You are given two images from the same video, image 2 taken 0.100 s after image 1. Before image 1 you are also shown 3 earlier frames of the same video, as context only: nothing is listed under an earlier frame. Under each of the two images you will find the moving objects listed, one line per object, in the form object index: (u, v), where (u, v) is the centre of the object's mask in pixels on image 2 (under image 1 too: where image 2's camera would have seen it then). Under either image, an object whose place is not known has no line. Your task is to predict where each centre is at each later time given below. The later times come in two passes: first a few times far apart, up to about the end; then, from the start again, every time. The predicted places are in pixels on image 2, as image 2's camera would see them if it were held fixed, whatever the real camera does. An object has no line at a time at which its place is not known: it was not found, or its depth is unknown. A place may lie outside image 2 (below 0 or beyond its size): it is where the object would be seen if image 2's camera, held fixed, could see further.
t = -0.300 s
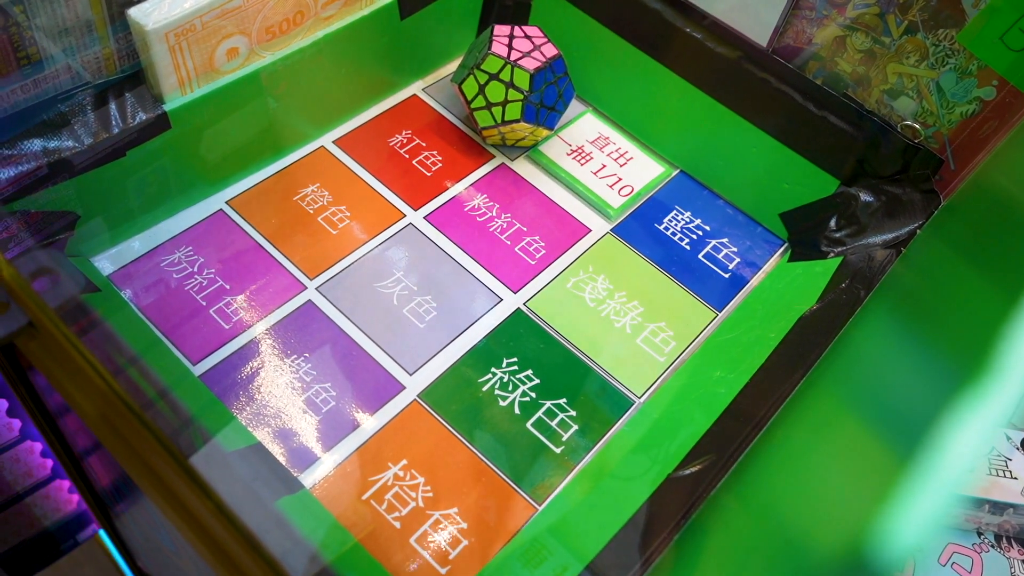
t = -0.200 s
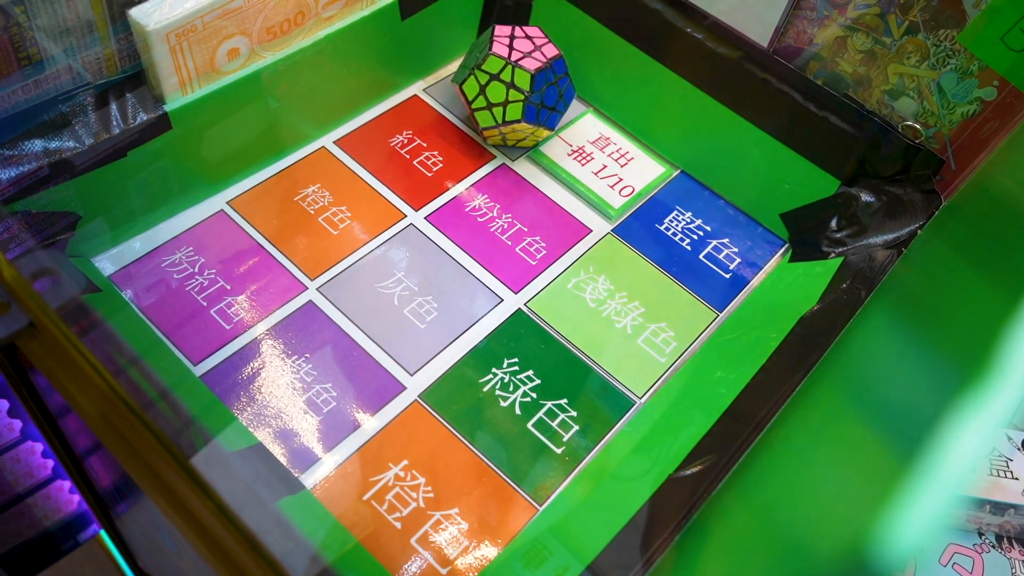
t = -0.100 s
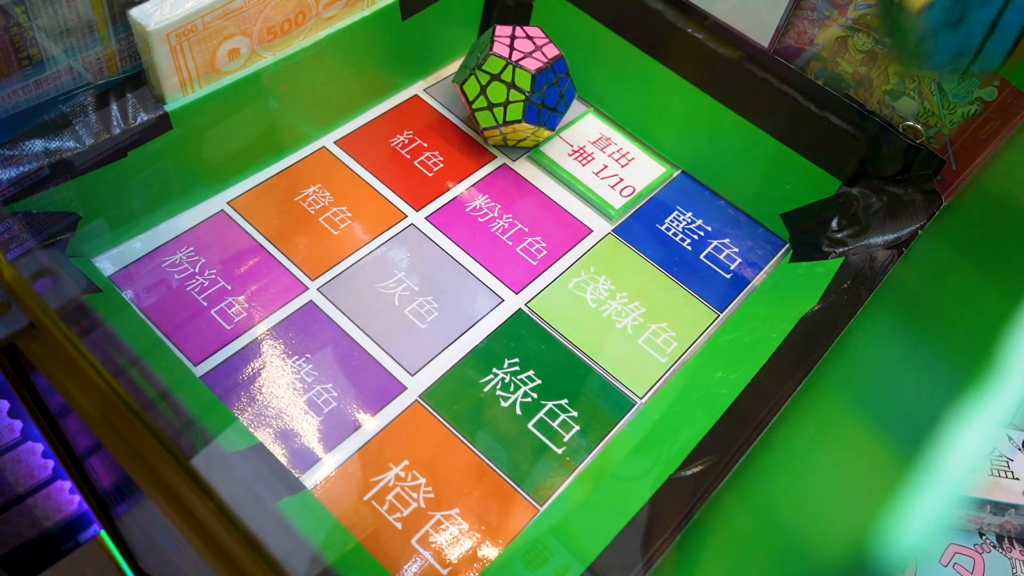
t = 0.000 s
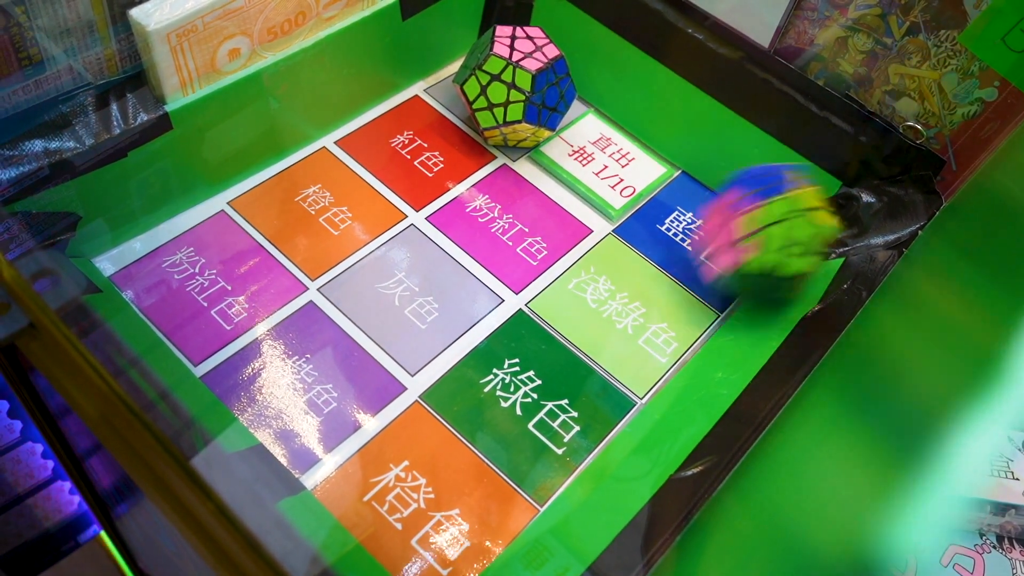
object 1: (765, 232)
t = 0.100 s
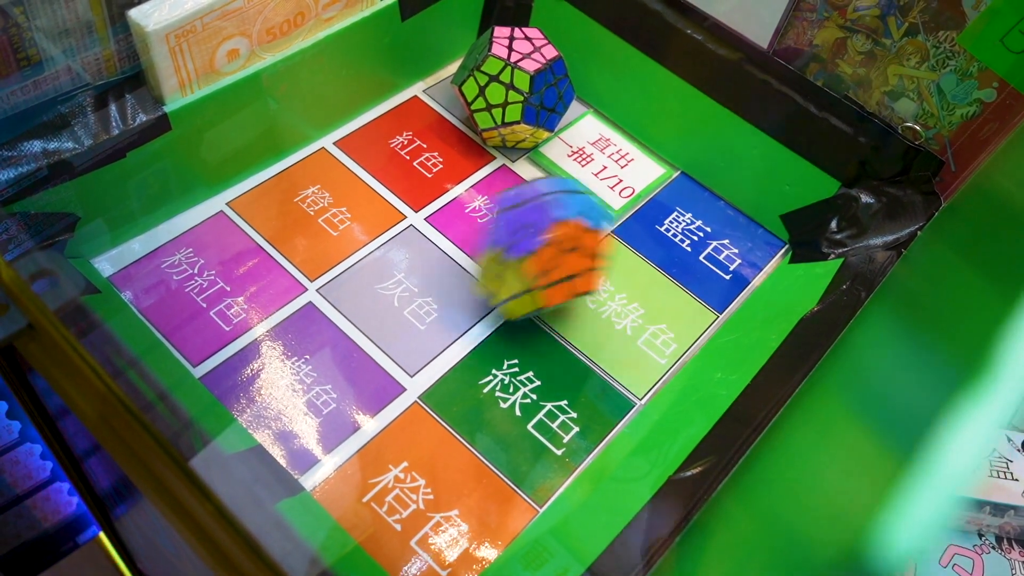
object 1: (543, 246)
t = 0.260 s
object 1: (211, 267)
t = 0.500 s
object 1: (221, 290)
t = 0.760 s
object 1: (237, 294)
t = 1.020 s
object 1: (209, 285)
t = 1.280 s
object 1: (206, 293)
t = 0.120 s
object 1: (495, 254)
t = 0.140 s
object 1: (446, 262)
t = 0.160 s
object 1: (407, 260)
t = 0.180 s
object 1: (365, 260)
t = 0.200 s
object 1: (325, 261)
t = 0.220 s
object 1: (286, 263)
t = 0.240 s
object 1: (246, 268)
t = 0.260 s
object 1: (211, 267)
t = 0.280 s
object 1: (179, 267)
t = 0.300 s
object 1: (155, 265)
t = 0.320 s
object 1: (133, 242)
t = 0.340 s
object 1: (123, 231)
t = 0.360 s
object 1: (130, 237)
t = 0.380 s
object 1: (139, 248)
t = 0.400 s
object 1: (151, 263)
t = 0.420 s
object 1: (166, 274)
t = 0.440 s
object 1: (183, 281)
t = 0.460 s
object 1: (199, 284)
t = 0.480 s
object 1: (214, 289)
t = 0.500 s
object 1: (221, 290)
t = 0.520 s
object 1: (226, 293)
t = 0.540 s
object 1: (232, 294)
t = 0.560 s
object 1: (237, 294)
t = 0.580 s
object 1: (242, 293)
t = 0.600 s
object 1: (245, 293)
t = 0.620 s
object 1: (247, 293)
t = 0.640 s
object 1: (247, 293)
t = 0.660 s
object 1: (248, 293)
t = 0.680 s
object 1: (247, 293)
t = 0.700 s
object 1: (246, 293)
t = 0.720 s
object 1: (244, 293)
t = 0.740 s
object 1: (241, 293)
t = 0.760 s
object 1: (237, 294)
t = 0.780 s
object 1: (232, 294)
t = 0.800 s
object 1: (226, 295)
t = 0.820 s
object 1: (219, 296)
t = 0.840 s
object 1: (212, 296)
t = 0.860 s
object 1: (205, 298)
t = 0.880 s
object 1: (201, 297)
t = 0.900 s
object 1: (198, 298)
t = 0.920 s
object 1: (198, 297)
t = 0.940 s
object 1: (197, 296)
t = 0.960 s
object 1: (198, 295)
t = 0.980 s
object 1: (202, 293)
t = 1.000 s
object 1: (204, 286)
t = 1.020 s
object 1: (209, 285)
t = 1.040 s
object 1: (210, 284)
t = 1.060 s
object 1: (210, 286)
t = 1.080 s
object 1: (209, 288)
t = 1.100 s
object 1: (206, 292)
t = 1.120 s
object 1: (205, 294)
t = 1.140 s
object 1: (205, 294)
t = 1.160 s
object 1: (206, 293)
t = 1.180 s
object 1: (206, 292)
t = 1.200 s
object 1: (207, 292)
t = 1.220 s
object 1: (206, 293)
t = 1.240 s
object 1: (206, 293)
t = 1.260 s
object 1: (206, 294)
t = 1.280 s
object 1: (206, 293)
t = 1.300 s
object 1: (206, 293)
